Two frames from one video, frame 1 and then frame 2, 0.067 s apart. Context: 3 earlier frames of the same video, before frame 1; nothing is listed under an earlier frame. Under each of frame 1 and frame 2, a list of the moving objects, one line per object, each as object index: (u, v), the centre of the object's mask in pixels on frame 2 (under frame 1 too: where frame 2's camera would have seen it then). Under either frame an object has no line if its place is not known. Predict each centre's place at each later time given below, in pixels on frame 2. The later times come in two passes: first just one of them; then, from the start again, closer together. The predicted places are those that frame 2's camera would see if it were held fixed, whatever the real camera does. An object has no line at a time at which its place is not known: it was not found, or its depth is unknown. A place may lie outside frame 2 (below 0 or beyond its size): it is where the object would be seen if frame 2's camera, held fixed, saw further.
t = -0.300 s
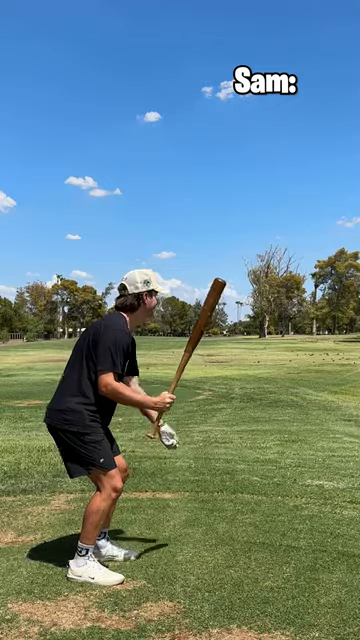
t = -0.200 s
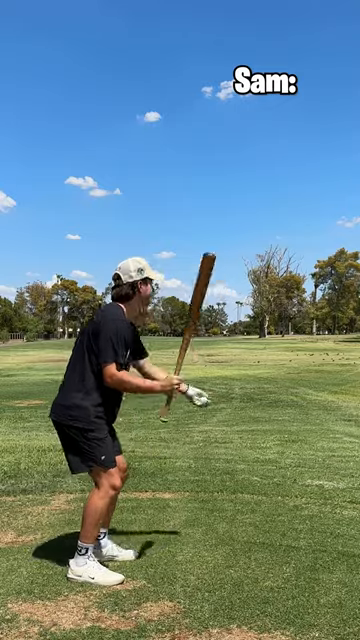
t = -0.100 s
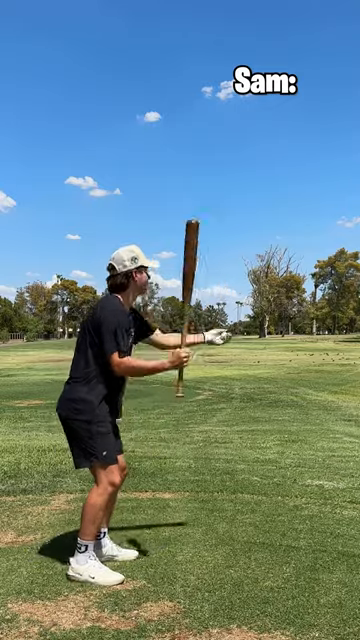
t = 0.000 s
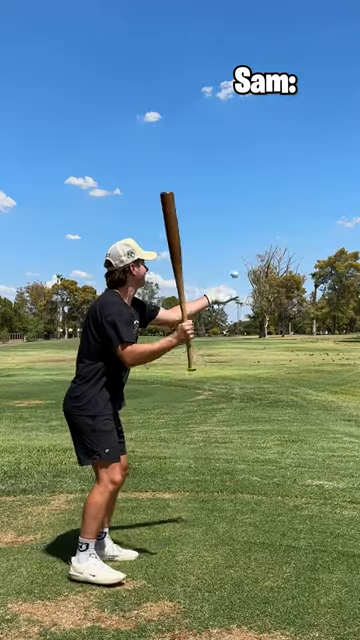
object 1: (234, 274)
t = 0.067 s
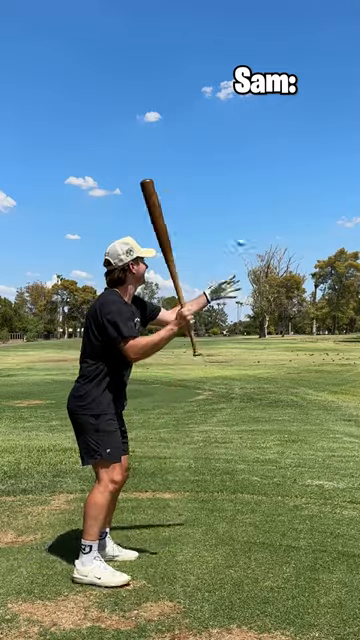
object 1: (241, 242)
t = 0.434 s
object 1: (275, 202)
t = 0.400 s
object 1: (272, 196)
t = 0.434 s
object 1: (275, 202)
